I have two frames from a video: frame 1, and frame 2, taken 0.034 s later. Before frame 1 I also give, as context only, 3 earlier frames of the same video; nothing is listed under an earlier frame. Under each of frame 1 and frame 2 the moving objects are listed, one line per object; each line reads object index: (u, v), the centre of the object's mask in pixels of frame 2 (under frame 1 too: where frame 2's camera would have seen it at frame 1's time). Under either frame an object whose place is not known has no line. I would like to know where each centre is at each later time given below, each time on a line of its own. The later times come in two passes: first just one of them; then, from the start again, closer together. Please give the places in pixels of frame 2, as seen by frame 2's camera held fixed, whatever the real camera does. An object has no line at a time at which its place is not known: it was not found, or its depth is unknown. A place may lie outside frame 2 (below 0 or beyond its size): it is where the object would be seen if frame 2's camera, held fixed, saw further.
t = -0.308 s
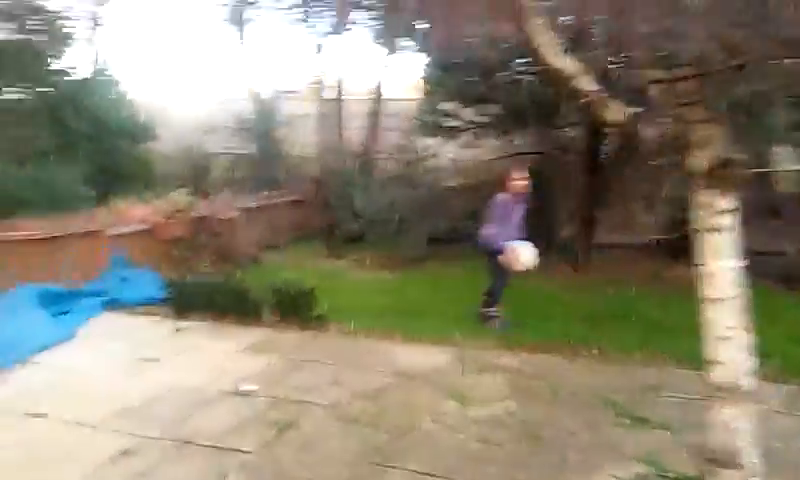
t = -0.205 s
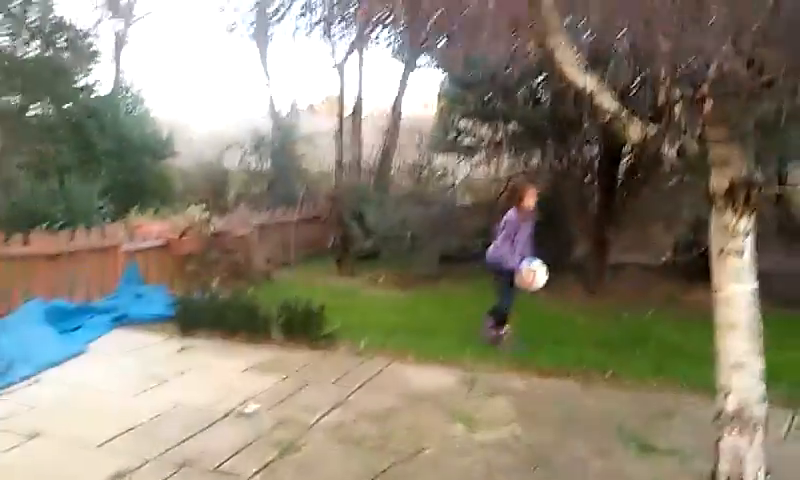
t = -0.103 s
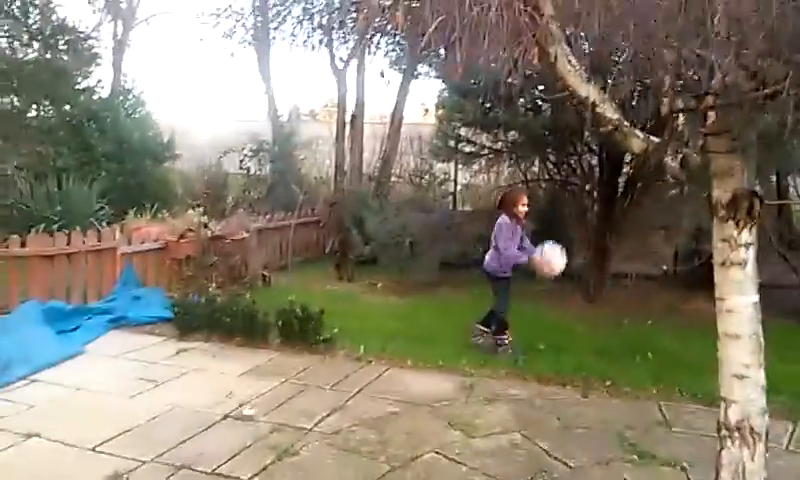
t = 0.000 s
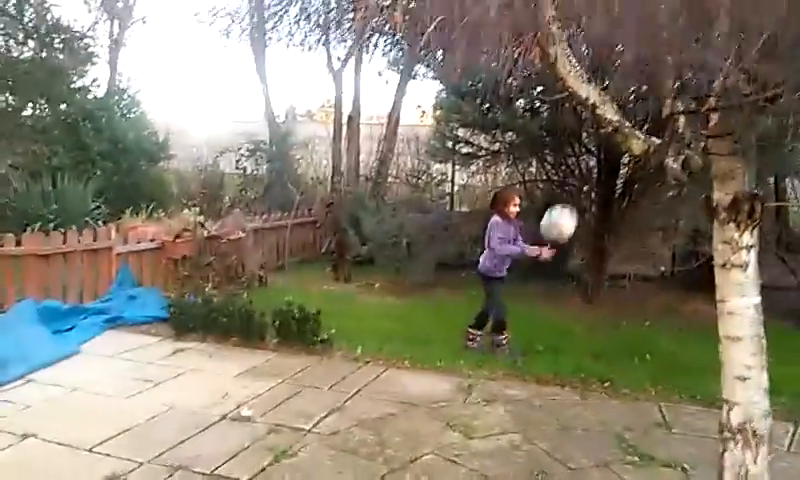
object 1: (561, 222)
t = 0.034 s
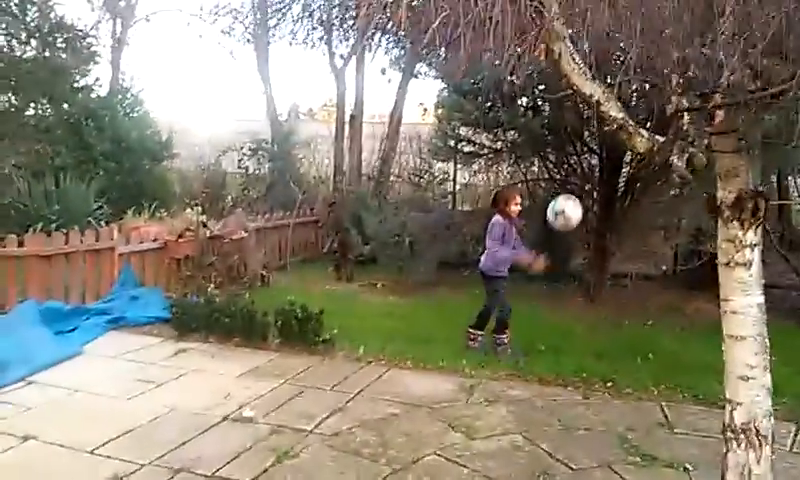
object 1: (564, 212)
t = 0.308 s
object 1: (587, 189)
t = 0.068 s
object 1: (568, 204)
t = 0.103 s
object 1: (570, 197)
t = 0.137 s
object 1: (572, 193)
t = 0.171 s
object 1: (577, 189)
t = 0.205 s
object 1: (579, 188)
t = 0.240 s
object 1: (581, 188)
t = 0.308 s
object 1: (587, 189)
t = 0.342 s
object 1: (589, 195)
